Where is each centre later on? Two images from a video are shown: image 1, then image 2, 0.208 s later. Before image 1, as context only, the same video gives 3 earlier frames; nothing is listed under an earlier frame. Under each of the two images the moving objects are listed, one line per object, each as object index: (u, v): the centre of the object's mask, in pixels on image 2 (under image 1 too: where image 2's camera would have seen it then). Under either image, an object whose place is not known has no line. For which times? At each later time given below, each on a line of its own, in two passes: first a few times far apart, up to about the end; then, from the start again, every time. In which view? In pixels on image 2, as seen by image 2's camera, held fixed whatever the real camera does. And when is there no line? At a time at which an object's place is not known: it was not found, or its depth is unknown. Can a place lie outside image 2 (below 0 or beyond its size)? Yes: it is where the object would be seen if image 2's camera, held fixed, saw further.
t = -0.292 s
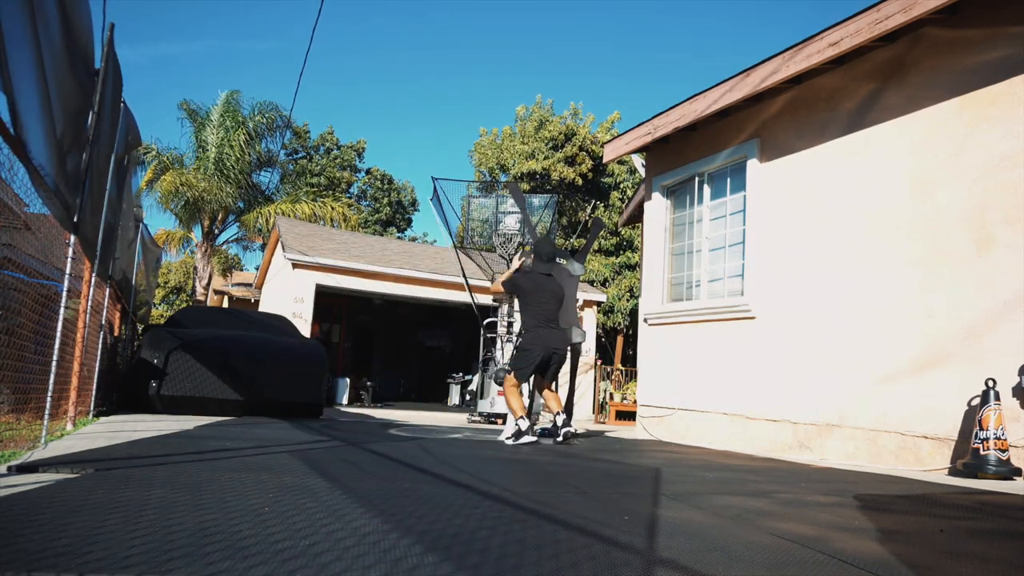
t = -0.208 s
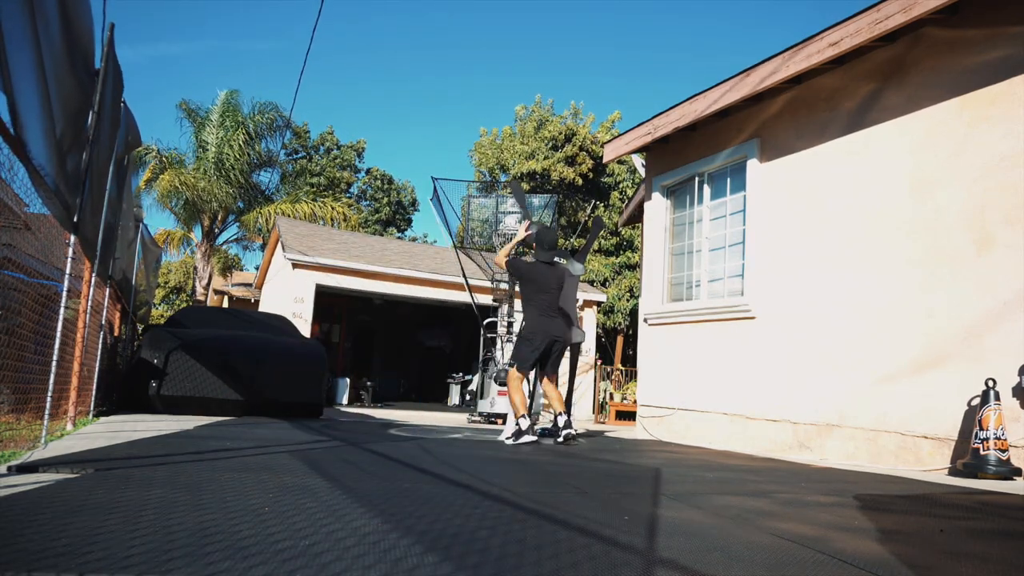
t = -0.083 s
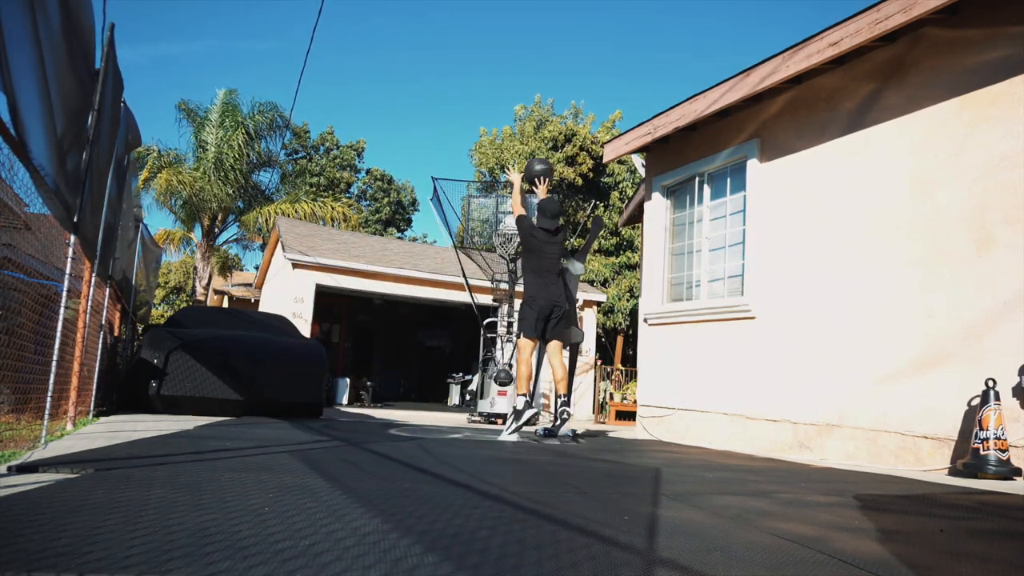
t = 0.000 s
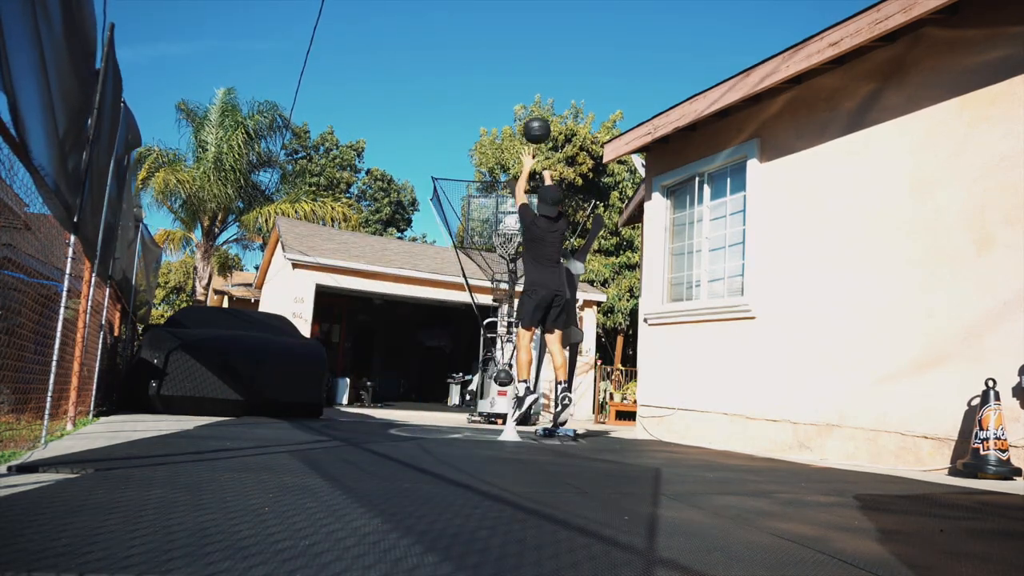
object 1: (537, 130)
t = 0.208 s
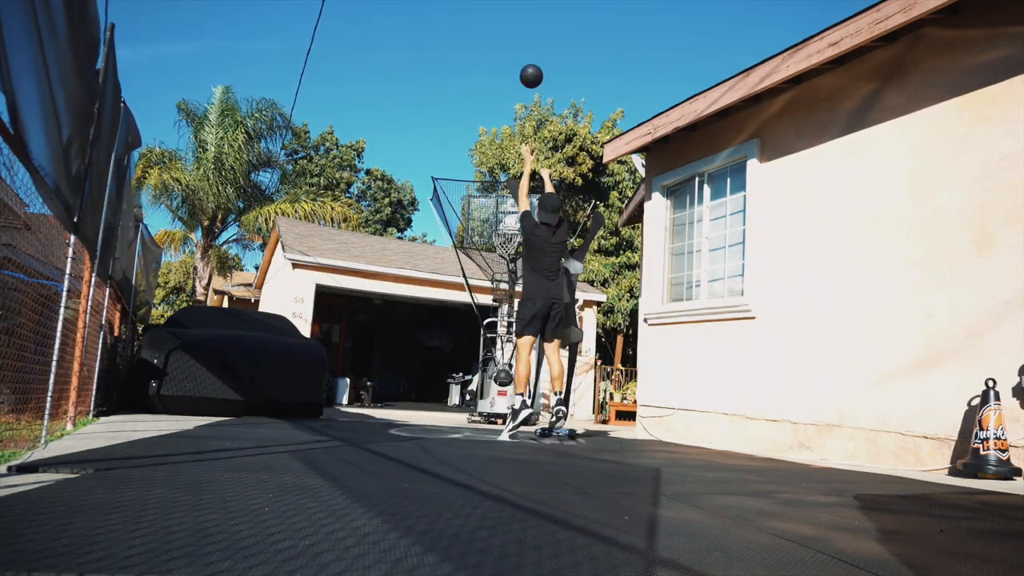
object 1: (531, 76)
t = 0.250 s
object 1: (530, 72)
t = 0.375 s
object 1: (526, 68)
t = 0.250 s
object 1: (530, 72)
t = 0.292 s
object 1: (528, 69)
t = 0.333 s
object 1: (527, 67)
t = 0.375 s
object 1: (526, 68)
